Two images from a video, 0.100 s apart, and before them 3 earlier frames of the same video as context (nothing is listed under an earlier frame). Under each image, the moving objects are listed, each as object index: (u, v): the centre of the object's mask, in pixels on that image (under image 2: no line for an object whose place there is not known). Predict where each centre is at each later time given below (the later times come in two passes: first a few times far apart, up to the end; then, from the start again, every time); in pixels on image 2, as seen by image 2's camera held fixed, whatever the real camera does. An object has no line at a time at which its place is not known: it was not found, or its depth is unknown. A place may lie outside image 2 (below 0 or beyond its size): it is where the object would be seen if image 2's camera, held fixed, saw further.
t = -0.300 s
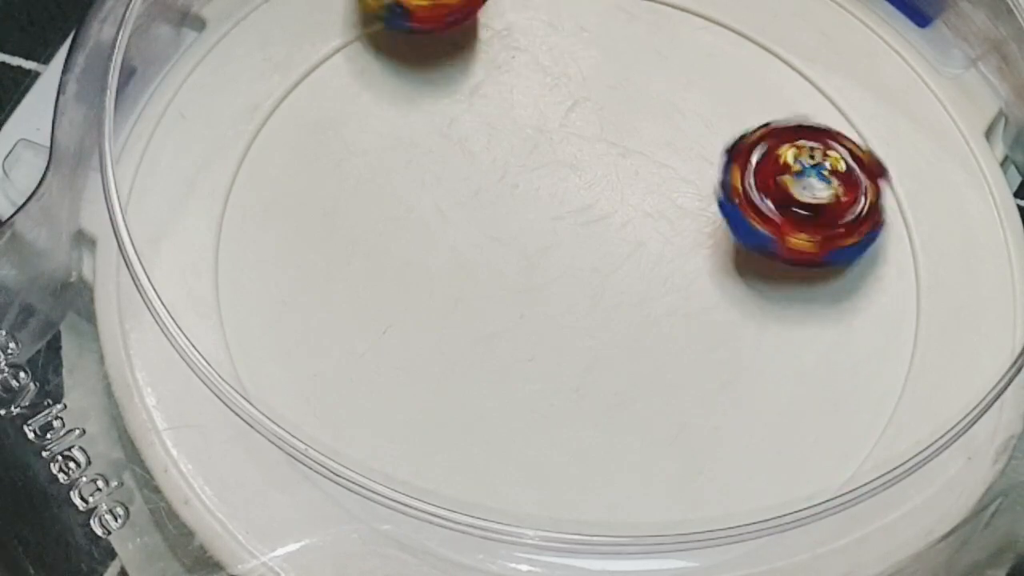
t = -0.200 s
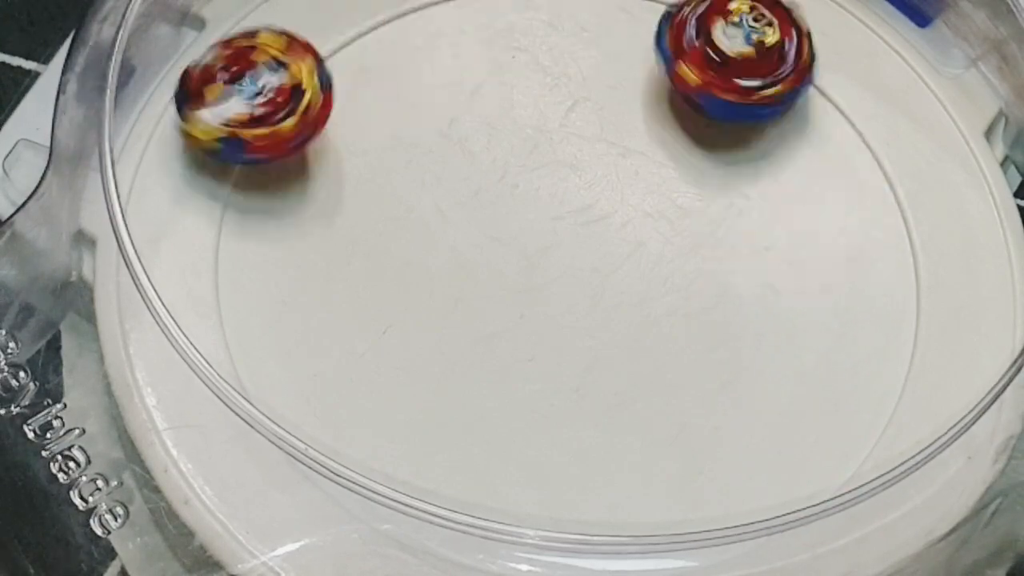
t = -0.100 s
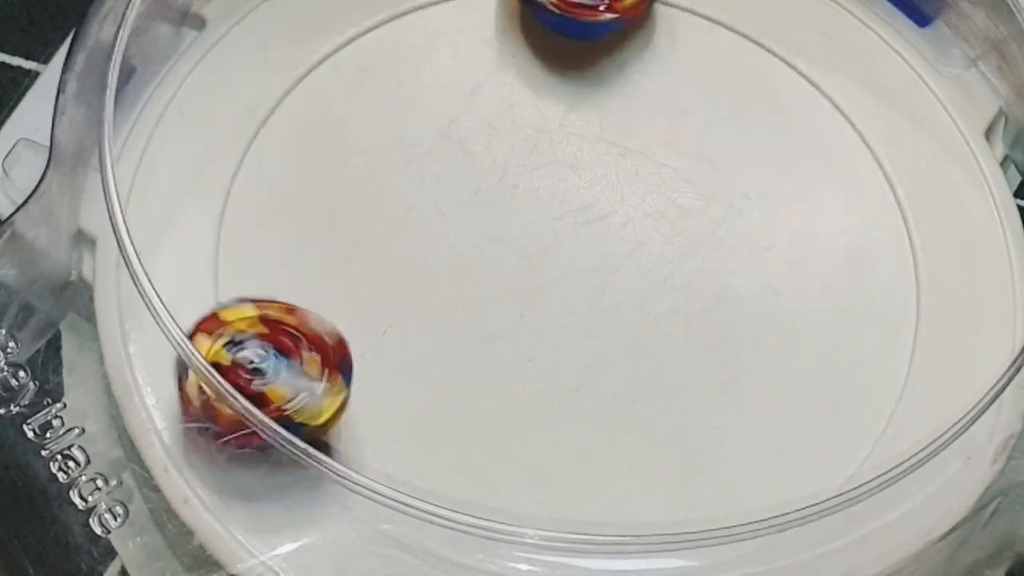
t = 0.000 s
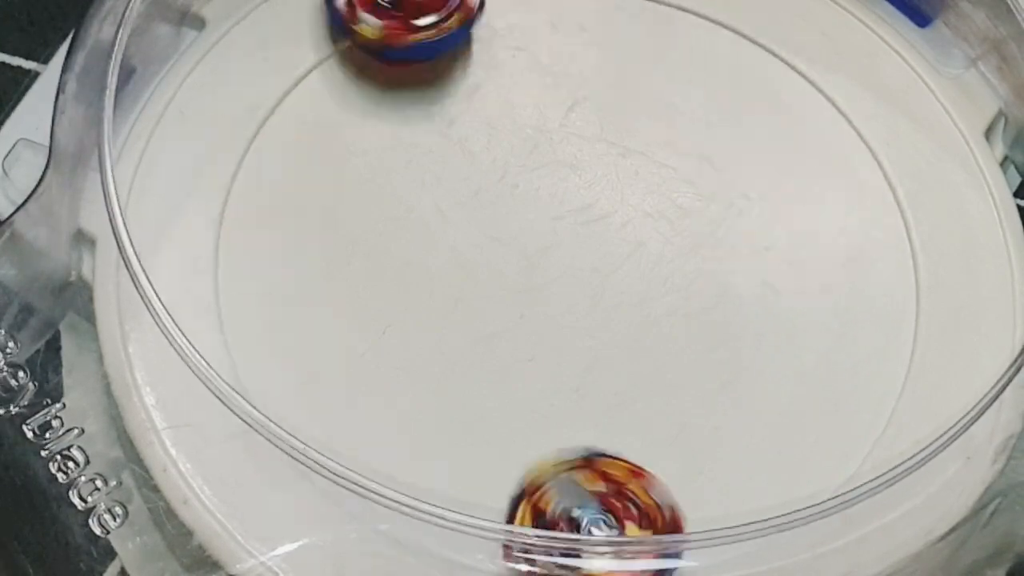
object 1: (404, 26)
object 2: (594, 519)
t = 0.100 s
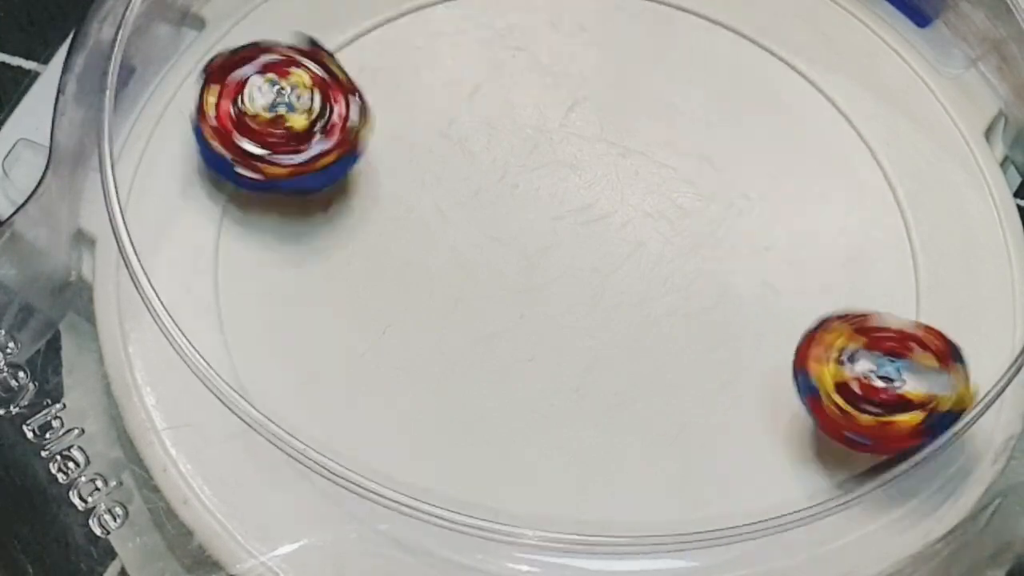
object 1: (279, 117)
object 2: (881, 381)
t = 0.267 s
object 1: (389, 387)
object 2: (782, 36)
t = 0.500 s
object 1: (837, 298)
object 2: (251, 111)
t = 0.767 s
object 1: (643, 24)
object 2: (734, 498)
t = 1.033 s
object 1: (318, 213)
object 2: (824, 60)
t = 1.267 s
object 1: (686, 459)
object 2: (378, 26)
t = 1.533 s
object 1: (869, 129)
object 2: (386, 466)
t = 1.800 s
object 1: (465, 60)
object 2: (889, 277)
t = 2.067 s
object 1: (408, 423)
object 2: (537, 10)
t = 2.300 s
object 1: (826, 453)
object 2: (256, 228)
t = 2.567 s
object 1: (737, 101)
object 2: (752, 444)
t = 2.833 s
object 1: (346, 128)
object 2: (810, 52)
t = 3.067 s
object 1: (367, 433)
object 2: (401, 40)
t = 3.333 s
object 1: (766, 336)
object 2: (394, 423)
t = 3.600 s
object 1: (606, 55)
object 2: (888, 380)
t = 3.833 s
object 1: (329, 99)
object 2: (724, 56)
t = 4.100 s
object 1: (357, 320)
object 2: (416, 52)
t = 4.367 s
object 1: (364, 327)
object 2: (403, 56)
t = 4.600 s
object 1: (376, 334)
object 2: (392, 59)
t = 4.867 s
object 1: (385, 344)
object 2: (382, 64)
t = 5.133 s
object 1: (394, 349)
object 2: (366, 72)
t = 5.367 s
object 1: (408, 355)
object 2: (356, 80)
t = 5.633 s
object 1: (416, 364)
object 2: (347, 87)
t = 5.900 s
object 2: (334, 95)
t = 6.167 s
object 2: (324, 103)
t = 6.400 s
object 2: (314, 113)
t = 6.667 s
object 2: (307, 123)
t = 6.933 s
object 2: (300, 132)
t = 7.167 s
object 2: (290, 142)
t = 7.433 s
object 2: (283, 153)
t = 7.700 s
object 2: (279, 165)
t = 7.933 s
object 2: (273, 174)
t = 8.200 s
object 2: (267, 185)
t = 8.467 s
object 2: (263, 199)
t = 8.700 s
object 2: (261, 210)
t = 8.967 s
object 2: (259, 222)
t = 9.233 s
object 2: (255, 236)
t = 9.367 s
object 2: (256, 243)
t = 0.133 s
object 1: (263, 173)
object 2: (911, 299)
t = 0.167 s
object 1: (267, 232)
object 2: (911, 217)
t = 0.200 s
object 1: (292, 291)
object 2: (889, 142)
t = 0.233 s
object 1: (332, 345)
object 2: (841, 76)
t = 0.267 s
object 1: (389, 387)
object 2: (782, 36)
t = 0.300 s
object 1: (455, 419)
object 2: (707, 16)
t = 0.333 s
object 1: (529, 438)
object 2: (619, 7)
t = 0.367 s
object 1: (606, 439)
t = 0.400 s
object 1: (681, 422)
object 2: (457, 8)
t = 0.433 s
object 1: (747, 392)
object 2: (373, 22)
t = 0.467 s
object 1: (800, 348)
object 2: (305, 49)
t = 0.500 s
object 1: (837, 298)
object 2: (251, 111)
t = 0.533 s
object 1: (859, 245)
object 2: (226, 194)
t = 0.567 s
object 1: (869, 191)
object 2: (235, 279)
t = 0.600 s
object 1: (868, 137)
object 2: (282, 359)
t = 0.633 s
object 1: (851, 83)
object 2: (341, 443)
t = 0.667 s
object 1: (798, 60)
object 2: (434, 497)
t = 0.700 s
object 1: (743, 45)
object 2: (541, 515)
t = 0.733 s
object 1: (693, 34)
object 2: (644, 517)
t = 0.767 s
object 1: (643, 24)
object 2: (734, 498)
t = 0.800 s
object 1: (590, 20)
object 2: (814, 462)
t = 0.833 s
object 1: (533, 21)
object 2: (866, 405)
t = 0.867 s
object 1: (476, 27)
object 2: (909, 347)
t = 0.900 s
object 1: (422, 40)
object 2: (926, 286)
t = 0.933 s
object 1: (379, 60)
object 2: (921, 224)
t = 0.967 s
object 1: (346, 99)
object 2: (903, 164)
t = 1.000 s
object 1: (323, 153)
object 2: (870, 110)
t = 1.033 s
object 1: (318, 213)
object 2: (824, 60)
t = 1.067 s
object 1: (335, 276)
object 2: (775, 34)
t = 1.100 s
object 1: (367, 332)
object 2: (716, 17)
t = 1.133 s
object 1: (411, 382)
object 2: (658, 8)
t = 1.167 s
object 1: (468, 424)
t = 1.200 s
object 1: (537, 451)
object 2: (517, 6)
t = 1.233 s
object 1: (613, 461)
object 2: (445, 12)
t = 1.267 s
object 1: (686, 459)
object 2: (378, 26)
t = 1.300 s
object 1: (755, 447)
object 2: (319, 48)
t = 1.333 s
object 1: (820, 422)
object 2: (270, 94)
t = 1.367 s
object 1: (875, 384)
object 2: (240, 158)
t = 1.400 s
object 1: (910, 340)
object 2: (230, 226)
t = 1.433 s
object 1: (914, 288)
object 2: (246, 295)
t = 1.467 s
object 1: (907, 231)
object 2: (284, 354)
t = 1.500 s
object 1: (893, 176)
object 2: (324, 418)
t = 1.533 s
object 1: (869, 129)
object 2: (386, 466)
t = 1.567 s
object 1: (837, 88)
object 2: (462, 496)
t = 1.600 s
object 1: (795, 58)
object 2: (550, 484)
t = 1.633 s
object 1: (743, 45)
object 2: (631, 484)
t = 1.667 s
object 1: (688, 37)
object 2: (709, 470)
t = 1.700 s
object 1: (630, 34)
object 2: (777, 441)
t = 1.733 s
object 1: (569, 38)
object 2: (833, 399)
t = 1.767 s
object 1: (515, 46)
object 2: (870, 341)
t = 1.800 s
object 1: (465, 60)
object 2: (889, 277)
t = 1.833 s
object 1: (418, 86)
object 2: (892, 210)
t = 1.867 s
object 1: (382, 128)
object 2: (878, 144)
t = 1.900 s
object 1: (354, 172)
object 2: (849, 81)
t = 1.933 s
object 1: (334, 220)
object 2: (799, 45)
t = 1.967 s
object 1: (331, 274)
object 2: (734, 27)
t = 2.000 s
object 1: (342, 328)
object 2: (671, 14)
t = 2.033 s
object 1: (363, 381)
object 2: (603, 9)
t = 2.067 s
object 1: (408, 423)
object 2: (537, 10)
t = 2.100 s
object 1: (451, 468)
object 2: (468, 13)
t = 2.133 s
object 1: (504, 492)
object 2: (410, 21)
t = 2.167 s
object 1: (576, 508)
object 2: (353, 35)
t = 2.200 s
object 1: (647, 507)
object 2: (306, 60)
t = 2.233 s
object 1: (712, 498)
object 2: (271, 109)
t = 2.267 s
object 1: (777, 486)
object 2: (254, 168)
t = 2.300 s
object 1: (826, 453)
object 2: (256, 228)
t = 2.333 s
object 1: (855, 406)
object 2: (271, 292)
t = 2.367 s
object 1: (883, 363)
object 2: (313, 352)
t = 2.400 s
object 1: (886, 311)
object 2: (370, 399)
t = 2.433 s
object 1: (879, 259)
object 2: (436, 435)
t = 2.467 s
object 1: (856, 209)
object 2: (516, 458)
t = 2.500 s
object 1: (823, 170)
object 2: (595, 467)
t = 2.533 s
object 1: (787, 131)
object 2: (678, 464)
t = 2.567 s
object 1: (737, 101)
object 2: (752, 444)
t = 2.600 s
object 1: (687, 79)
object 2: (819, 413)
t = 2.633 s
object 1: (633, 64)
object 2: (870, 365)
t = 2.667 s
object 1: (577, 60)
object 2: (900, 312)
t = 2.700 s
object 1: (528, 59)
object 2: (916, 254)
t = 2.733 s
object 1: (478, 63)
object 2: (915, 195)
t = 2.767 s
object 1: (435, 77)
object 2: (889, 143)
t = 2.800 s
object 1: (387, 96)
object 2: (852, 92)
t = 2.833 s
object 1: (346, 128)
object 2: (810, 52)
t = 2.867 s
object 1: (312, 157)
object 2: (758, 33)
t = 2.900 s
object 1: (289, 197)
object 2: (702, 22)
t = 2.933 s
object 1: (279, 242)
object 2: (640, 14)
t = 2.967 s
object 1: (275, 293)
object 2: (577, 12)
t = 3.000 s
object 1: (296, 341)
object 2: (516, 16)
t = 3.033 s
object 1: (328, 381)
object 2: (459, 26)
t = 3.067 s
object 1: (367, 433)
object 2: (401, 40)
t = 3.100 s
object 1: (418, 460)
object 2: (352, 67)
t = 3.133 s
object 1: (476, 482)
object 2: (315, 112)
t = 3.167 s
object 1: (547, 468)
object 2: (291, 165)
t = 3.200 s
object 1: (607, 468)
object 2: (280, 222)
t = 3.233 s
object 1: (669, 452)
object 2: (287, 279)
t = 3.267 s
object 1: (712, 421)
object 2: (304, 338)
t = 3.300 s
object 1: (749, 380)
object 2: (341, 386)
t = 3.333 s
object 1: (766, 336)
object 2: (394, 423)
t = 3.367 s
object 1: (778, 293)
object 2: (446, 470)
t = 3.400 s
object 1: (774, 248)
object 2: (514, 495)
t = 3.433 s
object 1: (766, 205)
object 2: (594, 487)
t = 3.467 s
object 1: (744, 165)
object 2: (669, 488)
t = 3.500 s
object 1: (720, 131)
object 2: (750, 493)
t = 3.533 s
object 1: (683, 96)
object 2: (811, 465)
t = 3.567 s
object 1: (647, 70)
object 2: (851, 419)
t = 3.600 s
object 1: (606, 55)
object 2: (888, 380)
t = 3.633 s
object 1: (570, 48)
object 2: (901, 329)
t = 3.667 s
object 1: (529, 44)
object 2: (899, 274)
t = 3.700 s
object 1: (490, 44)
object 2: (882, 217)
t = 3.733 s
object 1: (444, 46)
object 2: (854, 165)
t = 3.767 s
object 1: (401, 55)
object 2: (820, 120)
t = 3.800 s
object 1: (357, 69)
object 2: (775, 84)
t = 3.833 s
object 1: (329, 99)
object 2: (724, 56)
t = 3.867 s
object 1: (306, 136)
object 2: (668, 44)
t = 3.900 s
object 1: (300, 180)
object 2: (613, 36)
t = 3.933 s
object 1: (300, 221)
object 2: (559, 35)
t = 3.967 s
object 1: (317, 263)
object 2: (498, 38)
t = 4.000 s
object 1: (339, 302)
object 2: (443, 46)
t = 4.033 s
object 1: (356, 317)
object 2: (420, 51)
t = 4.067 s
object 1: (356, 318)
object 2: (417, 52)
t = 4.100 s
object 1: (357, 320)
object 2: (416, 52)
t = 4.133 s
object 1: (358, 321)
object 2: (415, 53)
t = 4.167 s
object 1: (358, 322)
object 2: (414, 53)
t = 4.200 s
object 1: (359, 323)
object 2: (414, 53)
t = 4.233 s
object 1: (360, 324)
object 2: (412, 54)
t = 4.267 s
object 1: (361, 325)
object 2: (409, 54)
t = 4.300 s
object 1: (363, 326)
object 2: (407, 54)
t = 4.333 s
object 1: (363, 327)
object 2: (405, 54)
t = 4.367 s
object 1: (364, 327)
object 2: (403, 56)
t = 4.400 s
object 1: (366, 328)
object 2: (401, 57)
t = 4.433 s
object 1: (367, 328)
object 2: (399, 57)
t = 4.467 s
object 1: (369, 329)
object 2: (398, 58)
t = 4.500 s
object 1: (371, 330)
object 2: (396, 58)
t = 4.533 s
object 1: (373, 331)
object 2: (395, 58)
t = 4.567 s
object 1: (375, 332)
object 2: (394, 59)
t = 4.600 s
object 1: (376, 334)
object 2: (392, 59)
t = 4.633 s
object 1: (378, 335)
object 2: (391, 60)
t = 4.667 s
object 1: (379, 336)
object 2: (389, 60)
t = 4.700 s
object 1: (380, 338)
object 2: (386, 62)
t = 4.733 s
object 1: (381, 339)
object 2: (384, 62)
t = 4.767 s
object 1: (383, 340)
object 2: (383, 62)
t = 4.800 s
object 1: (383, 341)
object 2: (382, 63)
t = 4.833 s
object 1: (384, 343)
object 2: (382, 64)
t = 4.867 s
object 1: (385, 344)
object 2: (382, 64)
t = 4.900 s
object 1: (386, 345)
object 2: (380, 66)
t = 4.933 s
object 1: (387, 345)
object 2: (378, 67)
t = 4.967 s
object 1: (388, 346)
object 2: (377, 69)
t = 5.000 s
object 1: (389, 347)
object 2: (373, 69)
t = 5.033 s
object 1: (391, 348)
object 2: (371, 70)
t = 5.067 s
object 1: (391, 349)
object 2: (368, 71)
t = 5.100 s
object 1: (393, 349)
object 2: (367, 71)
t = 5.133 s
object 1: (394, 349)
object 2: (366, 72)
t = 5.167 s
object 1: (396, 350)
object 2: (365, 73)
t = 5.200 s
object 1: (398, 350)
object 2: (364, 74)
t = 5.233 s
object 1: (400, 351)
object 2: (363, 75)
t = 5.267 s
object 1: (402, 352)
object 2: (361, 76)
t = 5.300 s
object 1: (405, 353)
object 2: (360, 77)
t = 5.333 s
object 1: (406, 354)
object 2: (358, 79)
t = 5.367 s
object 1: (408, 355)
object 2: (356, 80)
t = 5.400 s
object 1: (410, 356)
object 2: (354, 80)
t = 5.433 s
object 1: (410, 358)
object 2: (352, 80)
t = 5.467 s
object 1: (412, 359)
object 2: (352, 81)
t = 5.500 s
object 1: (413, 360)
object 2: (351, 82)
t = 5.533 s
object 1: (414, 362)
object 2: (350, 83)
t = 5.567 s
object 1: (415, 362)
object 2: (350, 84)
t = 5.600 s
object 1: (416, 363)
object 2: (348, 86)
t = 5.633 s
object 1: (416, 364)
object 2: (347, 87)
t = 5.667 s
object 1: (418, 365)
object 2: (344, 89)
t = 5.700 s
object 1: (419, 365)
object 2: (342, 89)
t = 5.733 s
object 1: (421, 366)
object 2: (340, 90)
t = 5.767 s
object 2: (339, 91)
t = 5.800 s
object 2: (337, 92)
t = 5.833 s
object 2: (336, 93)
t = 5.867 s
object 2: (335, 94)
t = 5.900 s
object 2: (334, 95)
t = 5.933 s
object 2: (333, 97)
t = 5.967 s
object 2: (333, 97)
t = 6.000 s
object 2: (331, 100)
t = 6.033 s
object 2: (329, 100)
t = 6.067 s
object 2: (327, 101)
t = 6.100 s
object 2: (325, 102)
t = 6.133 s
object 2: (324, 103)
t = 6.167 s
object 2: (324, 103)
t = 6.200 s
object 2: (324, 104)
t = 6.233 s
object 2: (324, 105)
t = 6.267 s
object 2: (323, 108)
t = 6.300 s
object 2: (321, 110)
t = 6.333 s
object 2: (319, 111)
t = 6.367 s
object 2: (317, 112)
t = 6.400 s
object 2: (314, 113)
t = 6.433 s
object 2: (313, 114)
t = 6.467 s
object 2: (312, 115)
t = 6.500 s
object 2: (311, 116)
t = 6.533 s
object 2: (311, 117)
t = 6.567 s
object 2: (310, 118)
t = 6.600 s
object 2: (309, 120)
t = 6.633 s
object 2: (308, 121)
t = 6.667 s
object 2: (307, 123)
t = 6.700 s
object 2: (305, 124)
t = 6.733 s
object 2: (304, 125)
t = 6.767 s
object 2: (301, 126)
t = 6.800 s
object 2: (301, 127)
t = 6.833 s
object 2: (300, 128)
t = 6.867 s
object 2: (300, 129)
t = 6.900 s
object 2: (301, 130)
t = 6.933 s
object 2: (300, 132)
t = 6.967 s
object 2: (299, 135)
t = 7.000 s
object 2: (297, 137)
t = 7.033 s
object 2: (296, 138)
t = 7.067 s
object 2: (294, 138)
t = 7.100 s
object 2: (292, 139)
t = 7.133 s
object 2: (291, 141)
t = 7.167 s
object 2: (290, 142)
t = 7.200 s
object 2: (289, 143)
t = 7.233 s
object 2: (289, 145)
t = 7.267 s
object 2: (289, 145)
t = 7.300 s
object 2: (288, 147)
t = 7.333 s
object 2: (287, 149)
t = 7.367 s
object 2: (286, 150)
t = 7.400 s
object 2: (285, 152)
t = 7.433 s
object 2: (283, 153)
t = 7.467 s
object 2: (282, 154)
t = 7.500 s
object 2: (281, 155)
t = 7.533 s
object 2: (281, 156)
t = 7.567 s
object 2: (282, 158)
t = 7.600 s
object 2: (282, 159)
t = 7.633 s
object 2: (282, 161)
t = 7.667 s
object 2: (280, 163)
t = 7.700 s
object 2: (279, 165)
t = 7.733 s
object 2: (277, 166)
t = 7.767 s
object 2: (275, 167)
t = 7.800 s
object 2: (274, 168)
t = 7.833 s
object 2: (274, 170)
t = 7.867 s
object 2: (273, 171)
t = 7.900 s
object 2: (273, 172)
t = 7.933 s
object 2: (273, 174)
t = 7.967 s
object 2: (272, 175)
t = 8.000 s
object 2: (272, 177)
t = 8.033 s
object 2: (272, 179)
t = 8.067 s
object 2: (271, 180)
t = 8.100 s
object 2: (270, 182)
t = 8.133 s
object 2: (268, 183)
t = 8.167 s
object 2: (267, 184)
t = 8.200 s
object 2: (267, 185)
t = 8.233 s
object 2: (268, 186)
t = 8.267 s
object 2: (268, 189)
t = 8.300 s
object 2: (269, 190)
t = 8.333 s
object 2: (268, 193)
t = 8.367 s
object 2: (267, 194)
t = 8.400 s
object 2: (265, 196)
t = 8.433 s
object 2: (264, 197)
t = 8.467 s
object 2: (263, 199)
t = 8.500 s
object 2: (262, 200)
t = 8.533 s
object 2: (262, 202)
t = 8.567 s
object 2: (261, 203)
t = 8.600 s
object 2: (262, 205)
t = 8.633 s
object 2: (261, 207)
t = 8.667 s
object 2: (261, 209)
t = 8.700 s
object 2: (261, 210)
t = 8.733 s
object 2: (260, 212)
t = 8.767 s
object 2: (260, 214)
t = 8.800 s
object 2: (259, 215)
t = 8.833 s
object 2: (258, 217)
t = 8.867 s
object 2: (257, 218)
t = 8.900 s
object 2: (258, 219)
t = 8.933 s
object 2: (259, 220)
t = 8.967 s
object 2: (259, 222)
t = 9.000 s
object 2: (260, 224)
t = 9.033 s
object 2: (259, 226)
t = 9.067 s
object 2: (259, 229)
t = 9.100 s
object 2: (257, 230)
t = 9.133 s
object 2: (256, 231)
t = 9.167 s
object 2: (255, 232)
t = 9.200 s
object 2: (255, 234)
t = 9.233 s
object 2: (255, 236)
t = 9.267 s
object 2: (255, 237)
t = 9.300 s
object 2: (256, 239)
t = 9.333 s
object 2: (256, 241)
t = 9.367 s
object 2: (256, 243)
